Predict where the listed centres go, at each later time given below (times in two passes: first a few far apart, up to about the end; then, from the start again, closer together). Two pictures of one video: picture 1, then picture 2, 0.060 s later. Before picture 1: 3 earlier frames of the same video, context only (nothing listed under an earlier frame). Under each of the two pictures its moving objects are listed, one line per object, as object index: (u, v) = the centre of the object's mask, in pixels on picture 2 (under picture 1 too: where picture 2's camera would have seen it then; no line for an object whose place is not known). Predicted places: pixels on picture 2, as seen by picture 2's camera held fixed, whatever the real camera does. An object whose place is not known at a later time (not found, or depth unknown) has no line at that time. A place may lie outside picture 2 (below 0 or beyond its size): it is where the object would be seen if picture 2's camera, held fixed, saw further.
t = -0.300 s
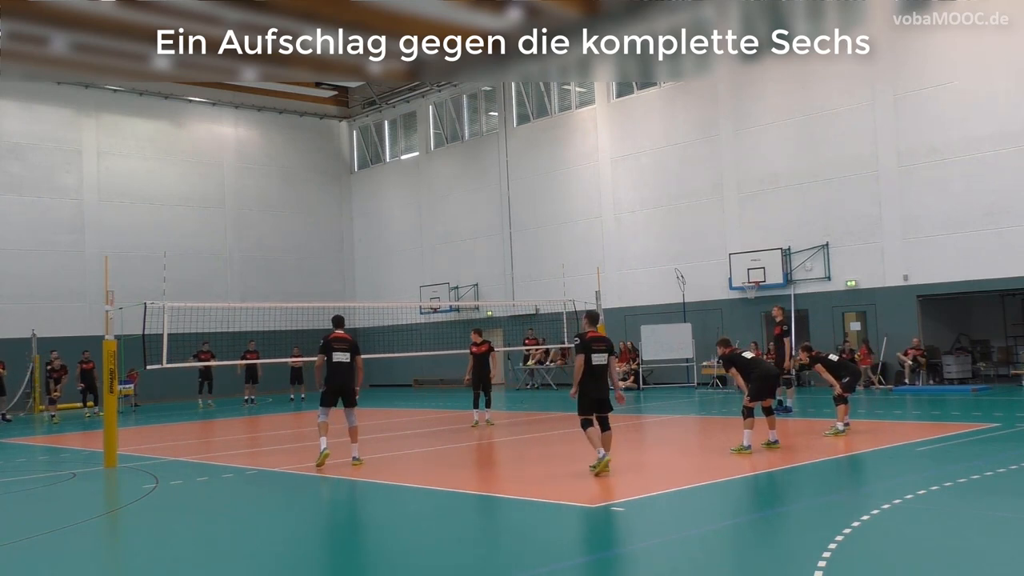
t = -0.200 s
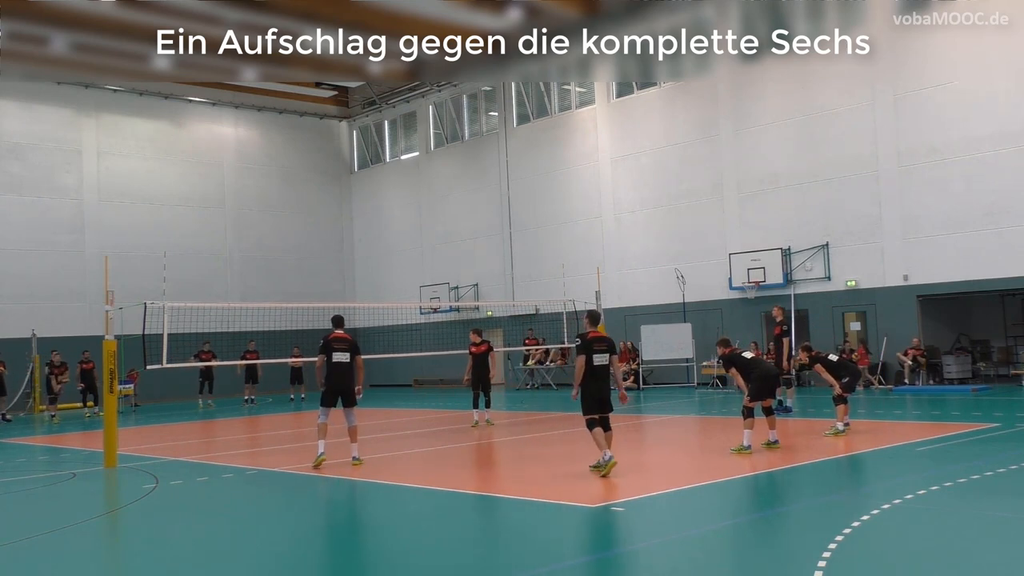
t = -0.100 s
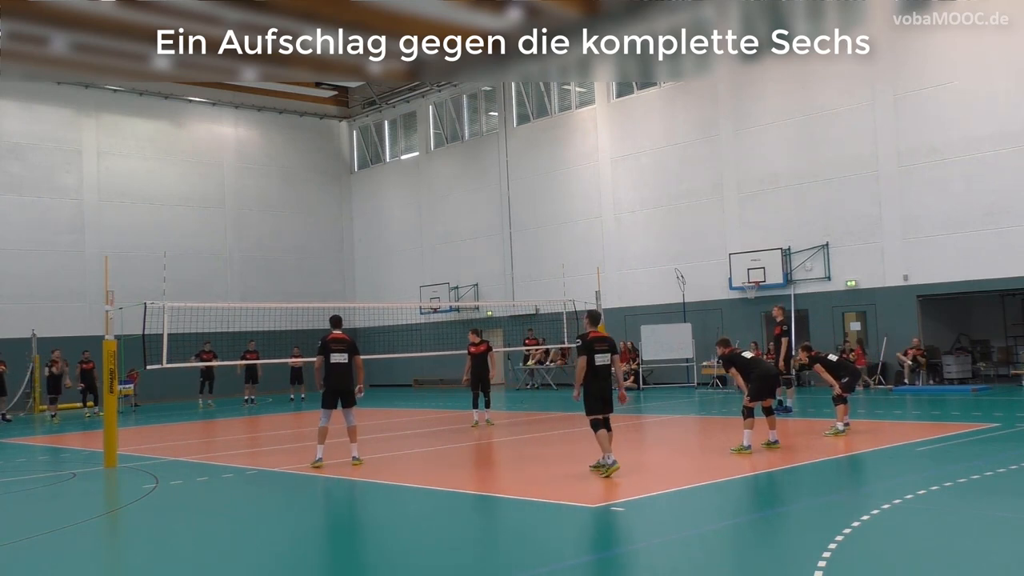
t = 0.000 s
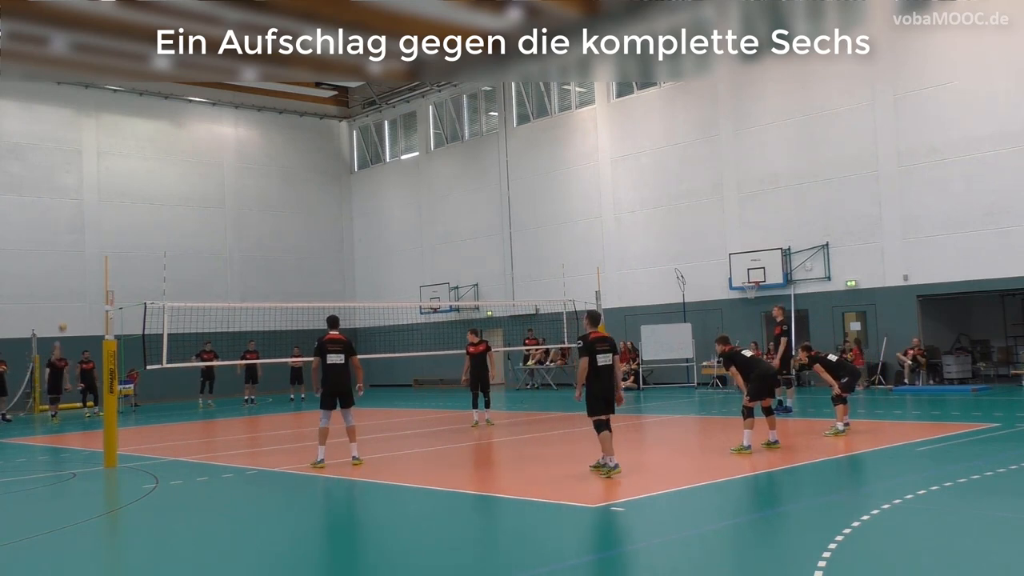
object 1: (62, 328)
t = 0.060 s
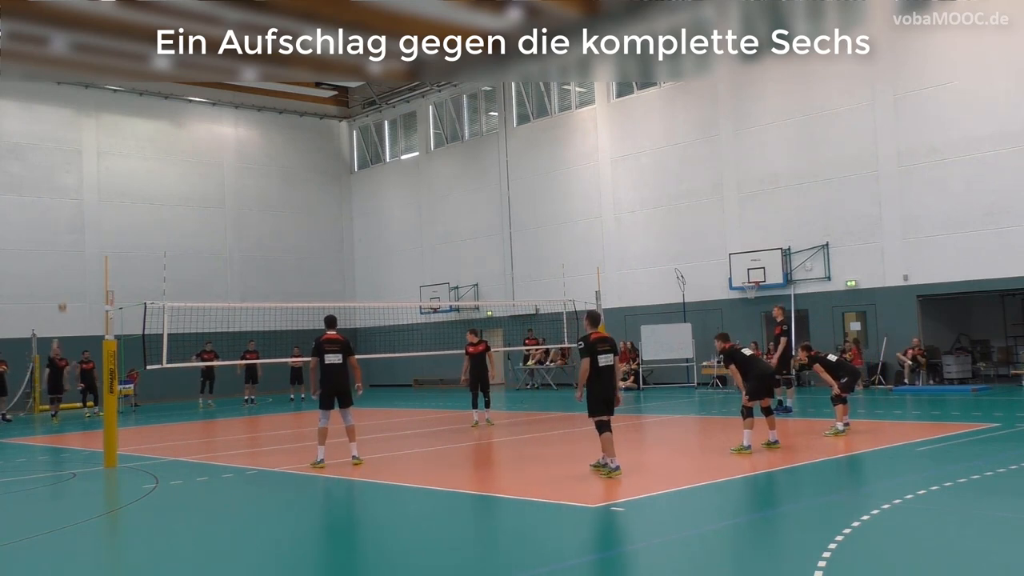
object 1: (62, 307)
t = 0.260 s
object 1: (61, 248)
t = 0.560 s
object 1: (60, 189)
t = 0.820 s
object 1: (61, 163)
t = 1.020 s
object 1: (62, 162)
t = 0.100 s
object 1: (62, 294)
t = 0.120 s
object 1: (62, 287)
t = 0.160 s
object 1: (62, 276)
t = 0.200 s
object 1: (61, 265)
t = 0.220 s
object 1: (61, 259)
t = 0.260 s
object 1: (61, 248)
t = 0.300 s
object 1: (61, 238)
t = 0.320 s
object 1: (61, 234)
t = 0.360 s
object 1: (61, 225)
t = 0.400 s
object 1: (61, 216)
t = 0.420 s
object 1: (60, 212)
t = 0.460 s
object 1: (61, 205)
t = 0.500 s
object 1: (60, 198)
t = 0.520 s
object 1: (60, 194)
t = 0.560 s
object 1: (60, 189)
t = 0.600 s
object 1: (60, 183)
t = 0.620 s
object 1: (60, 181)
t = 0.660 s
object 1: (60, 176)
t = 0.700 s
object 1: (61, 172)
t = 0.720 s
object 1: (61, 170)
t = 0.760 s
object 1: (61, 167)
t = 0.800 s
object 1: (61, 165)
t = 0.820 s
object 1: (61, 163)
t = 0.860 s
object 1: (61, 162)
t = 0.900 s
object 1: (61, 161)
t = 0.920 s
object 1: (61, 161)
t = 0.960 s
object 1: (61, 161)
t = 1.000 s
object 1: (61, 161)
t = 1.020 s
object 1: (62, 162)
